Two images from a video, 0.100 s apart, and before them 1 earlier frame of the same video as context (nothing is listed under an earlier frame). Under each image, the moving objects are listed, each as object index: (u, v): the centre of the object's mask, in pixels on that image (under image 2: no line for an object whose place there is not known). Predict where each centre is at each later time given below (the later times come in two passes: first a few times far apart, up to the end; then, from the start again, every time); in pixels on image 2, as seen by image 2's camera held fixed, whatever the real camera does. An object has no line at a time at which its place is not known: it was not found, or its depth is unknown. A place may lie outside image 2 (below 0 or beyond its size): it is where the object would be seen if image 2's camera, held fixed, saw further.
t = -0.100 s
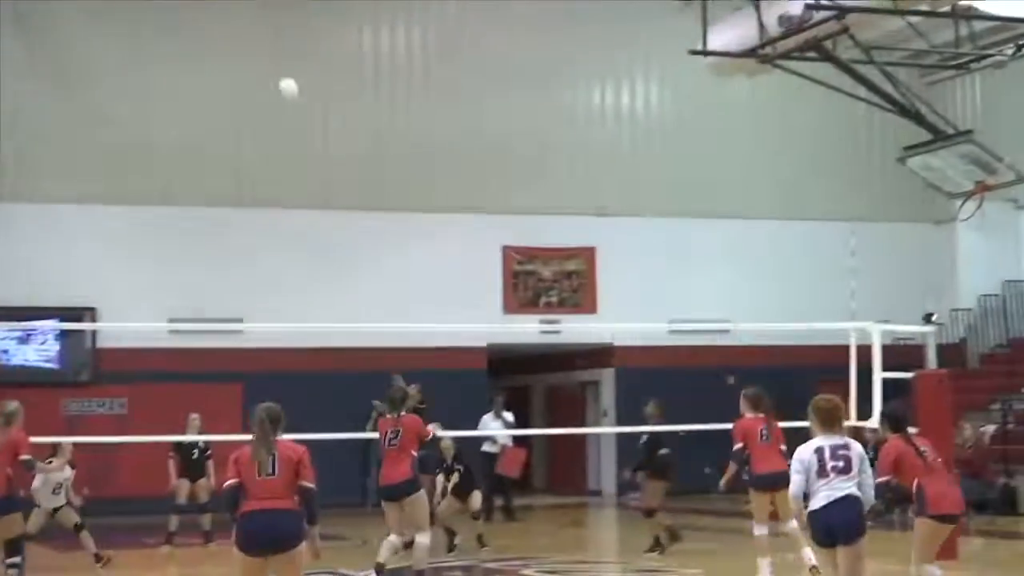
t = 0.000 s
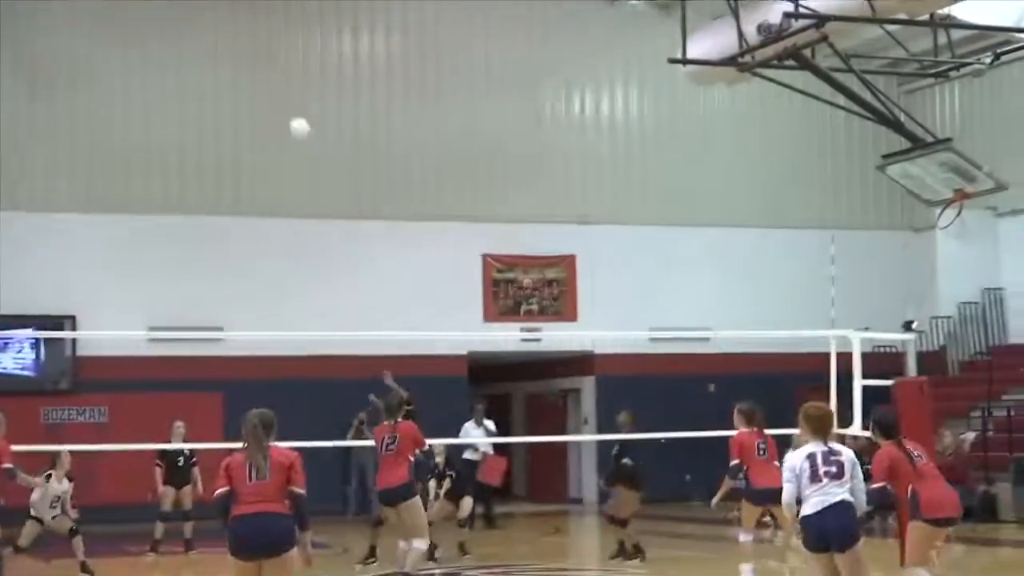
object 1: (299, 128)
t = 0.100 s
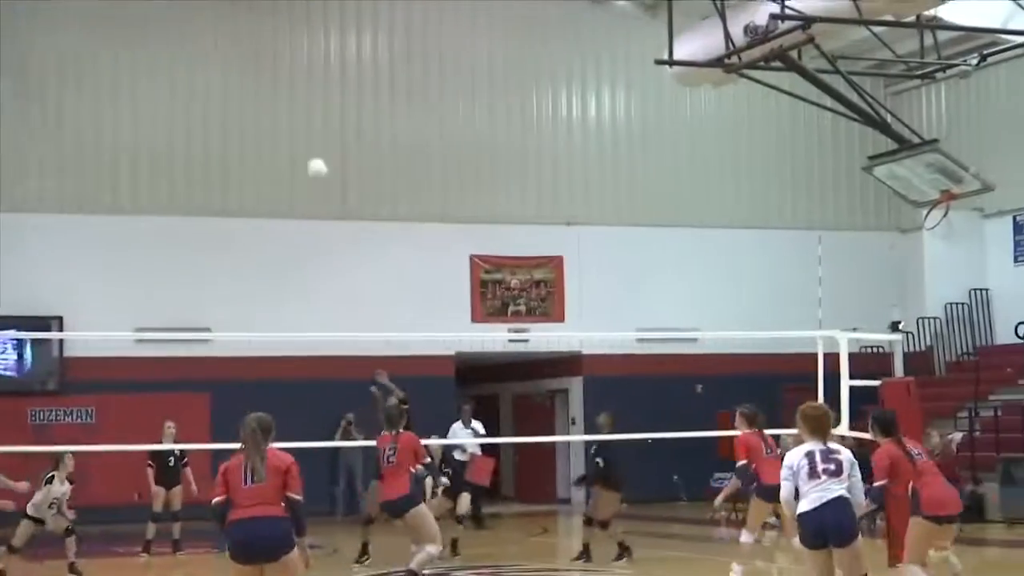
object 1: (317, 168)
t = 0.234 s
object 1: (356, 233)
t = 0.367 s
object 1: (394, 311)
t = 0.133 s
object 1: (327, 184)
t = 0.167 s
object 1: (337, 199)
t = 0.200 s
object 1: (346, 215)
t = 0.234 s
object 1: (356, 233)
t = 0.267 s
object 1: (366, 252)
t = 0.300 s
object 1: (374, 273)
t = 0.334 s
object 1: (383, 292)
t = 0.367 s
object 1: (394, 311)
